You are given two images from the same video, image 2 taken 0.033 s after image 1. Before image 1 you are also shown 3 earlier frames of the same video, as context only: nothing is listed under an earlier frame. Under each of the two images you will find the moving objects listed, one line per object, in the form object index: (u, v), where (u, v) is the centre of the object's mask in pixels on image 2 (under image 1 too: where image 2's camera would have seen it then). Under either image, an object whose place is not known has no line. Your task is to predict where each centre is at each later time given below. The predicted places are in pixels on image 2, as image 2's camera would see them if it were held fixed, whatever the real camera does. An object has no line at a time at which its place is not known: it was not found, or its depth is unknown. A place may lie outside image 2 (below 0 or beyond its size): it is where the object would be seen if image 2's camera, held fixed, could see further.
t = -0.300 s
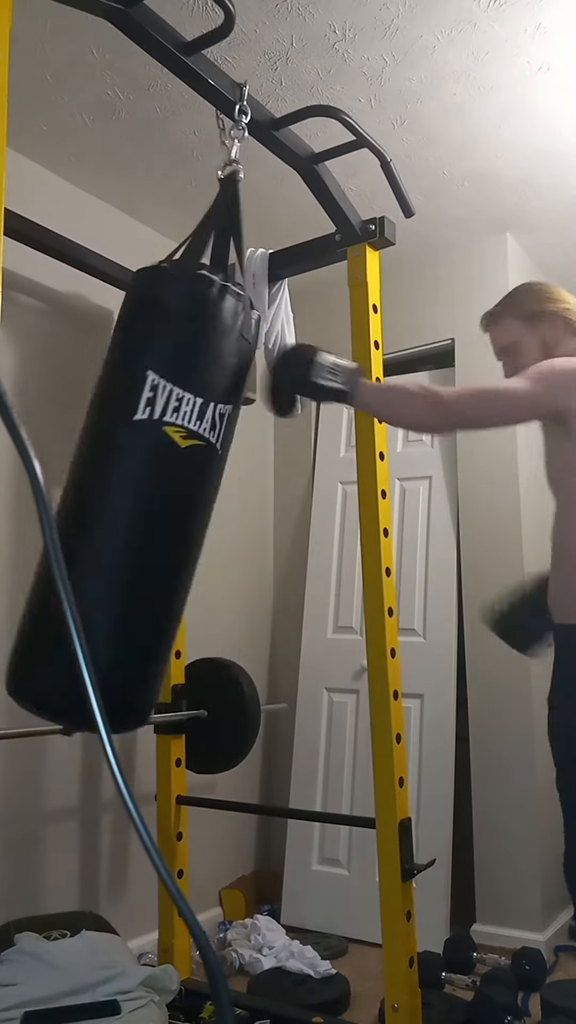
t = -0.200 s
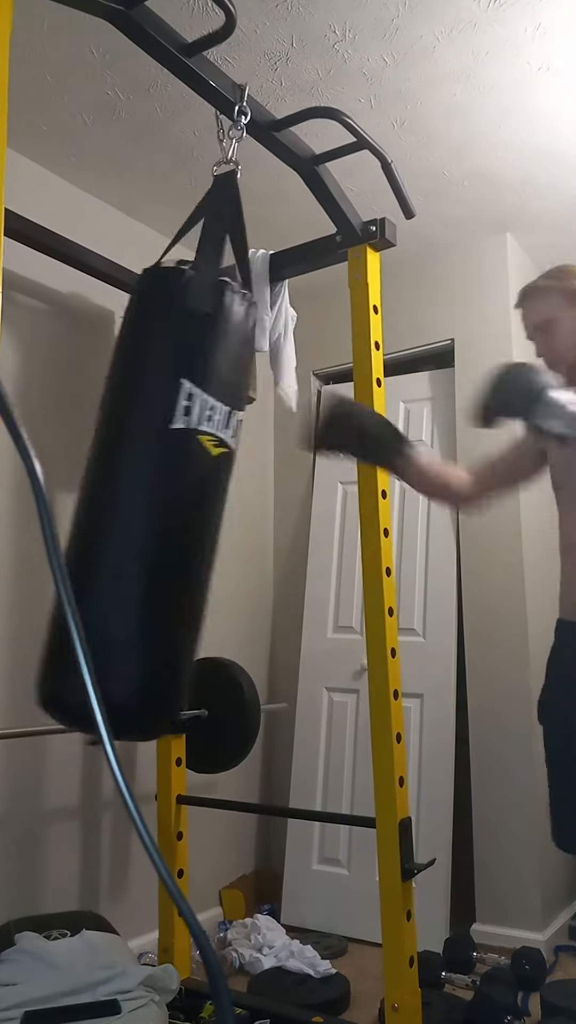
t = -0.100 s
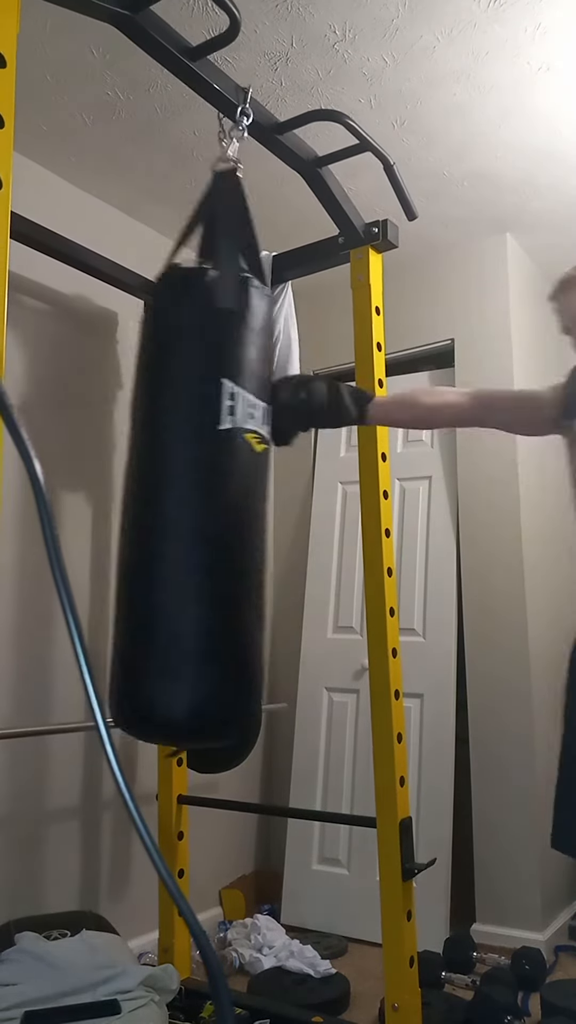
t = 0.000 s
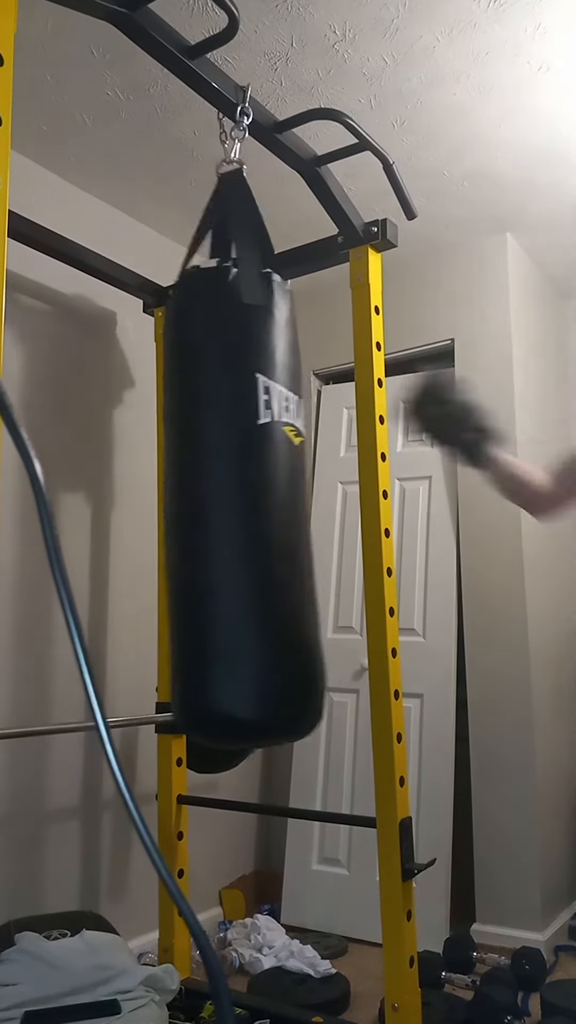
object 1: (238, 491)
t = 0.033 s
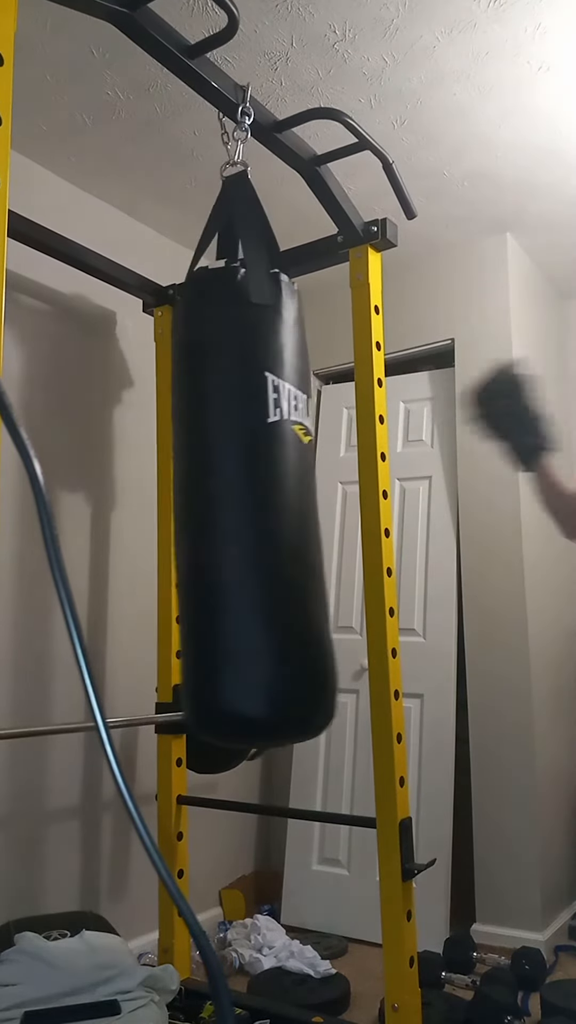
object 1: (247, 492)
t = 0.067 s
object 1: (257, 491)
